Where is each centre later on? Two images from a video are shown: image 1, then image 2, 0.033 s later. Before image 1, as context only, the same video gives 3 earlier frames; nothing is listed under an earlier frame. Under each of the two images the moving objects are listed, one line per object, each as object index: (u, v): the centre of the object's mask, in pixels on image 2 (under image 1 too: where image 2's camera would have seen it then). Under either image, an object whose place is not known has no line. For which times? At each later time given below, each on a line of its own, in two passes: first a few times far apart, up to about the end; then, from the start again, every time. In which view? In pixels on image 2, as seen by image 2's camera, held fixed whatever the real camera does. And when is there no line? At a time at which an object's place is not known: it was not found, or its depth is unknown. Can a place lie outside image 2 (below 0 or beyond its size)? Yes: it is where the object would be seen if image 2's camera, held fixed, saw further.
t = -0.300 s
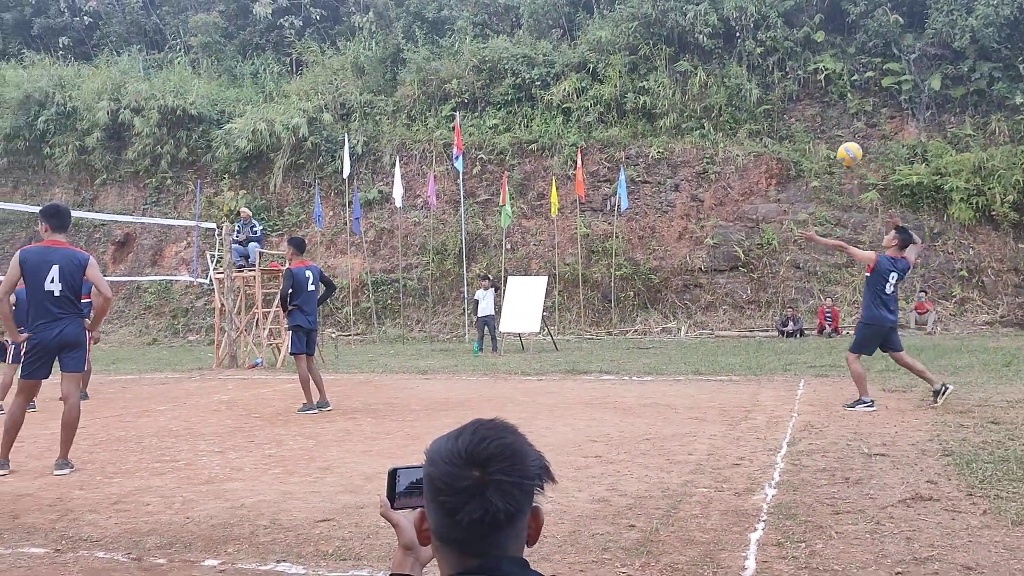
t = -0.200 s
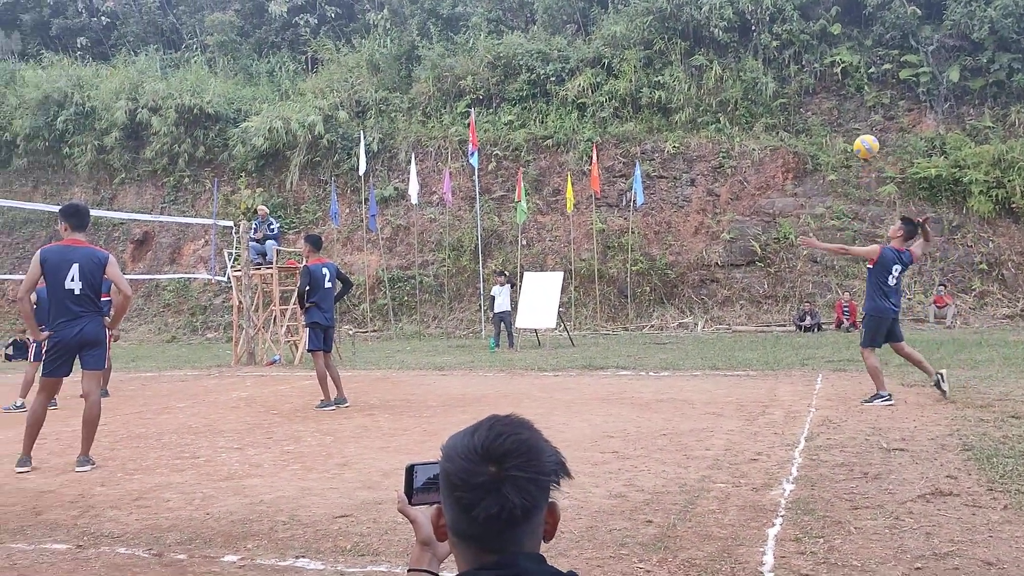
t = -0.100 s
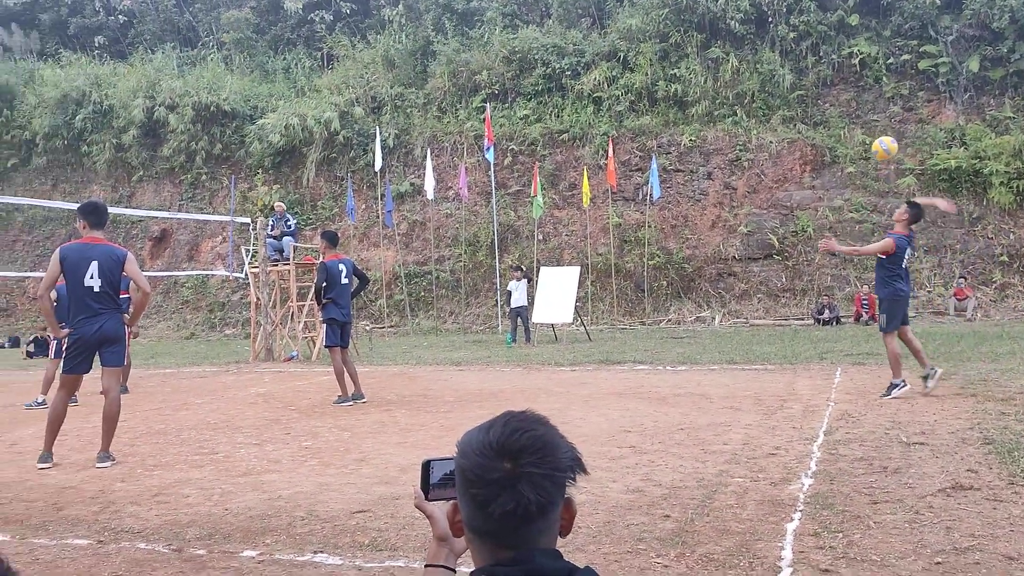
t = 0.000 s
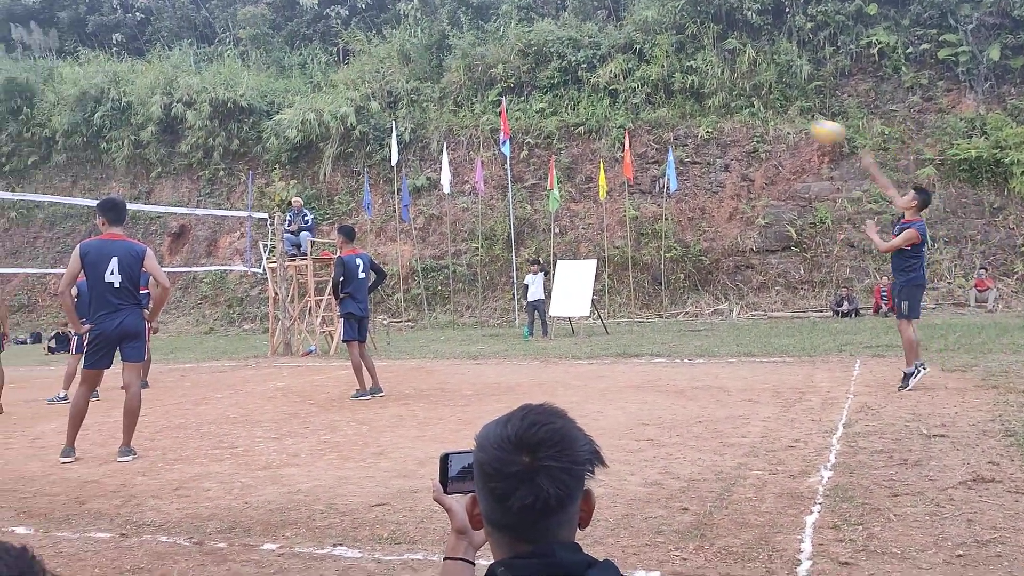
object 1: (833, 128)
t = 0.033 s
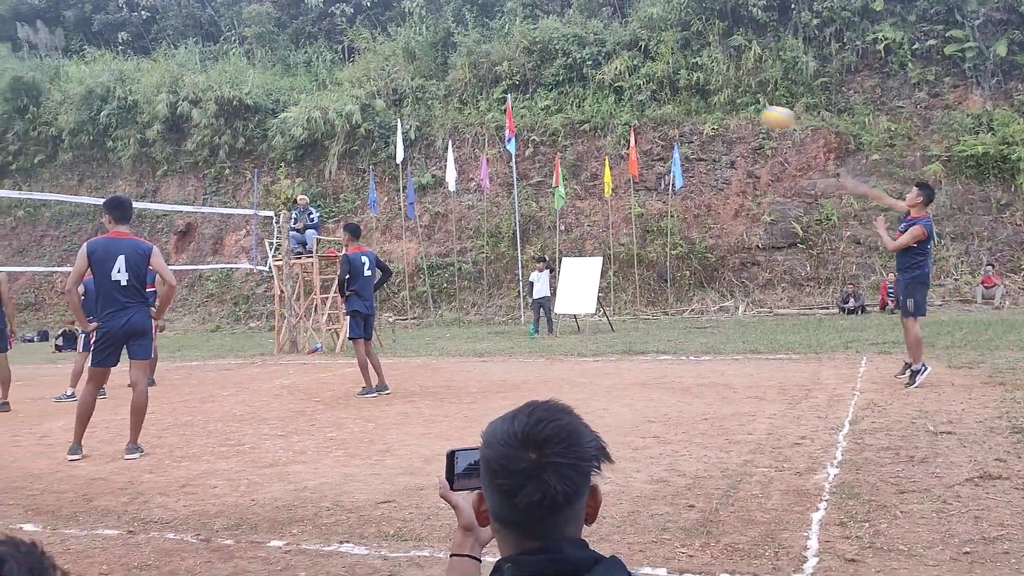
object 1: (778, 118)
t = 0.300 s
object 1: (407, 83)
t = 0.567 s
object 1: (135, 112)
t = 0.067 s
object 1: (723, 108)
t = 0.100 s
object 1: (673, 100)
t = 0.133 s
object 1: (624, 94)
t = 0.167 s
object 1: (577, 89)
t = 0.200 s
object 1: (532, 86)
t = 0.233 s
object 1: (489, 84)
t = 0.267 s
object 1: (447, 83)
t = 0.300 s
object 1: (407, 83)
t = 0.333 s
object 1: (368, 84)
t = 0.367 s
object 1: (331, 85)
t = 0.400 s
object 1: (296, 88)
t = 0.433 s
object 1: (262, 92)
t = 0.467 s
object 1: (229, 97)
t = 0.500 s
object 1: (197, 100)
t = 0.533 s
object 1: (165, 107)
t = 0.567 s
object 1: (135, 112)
